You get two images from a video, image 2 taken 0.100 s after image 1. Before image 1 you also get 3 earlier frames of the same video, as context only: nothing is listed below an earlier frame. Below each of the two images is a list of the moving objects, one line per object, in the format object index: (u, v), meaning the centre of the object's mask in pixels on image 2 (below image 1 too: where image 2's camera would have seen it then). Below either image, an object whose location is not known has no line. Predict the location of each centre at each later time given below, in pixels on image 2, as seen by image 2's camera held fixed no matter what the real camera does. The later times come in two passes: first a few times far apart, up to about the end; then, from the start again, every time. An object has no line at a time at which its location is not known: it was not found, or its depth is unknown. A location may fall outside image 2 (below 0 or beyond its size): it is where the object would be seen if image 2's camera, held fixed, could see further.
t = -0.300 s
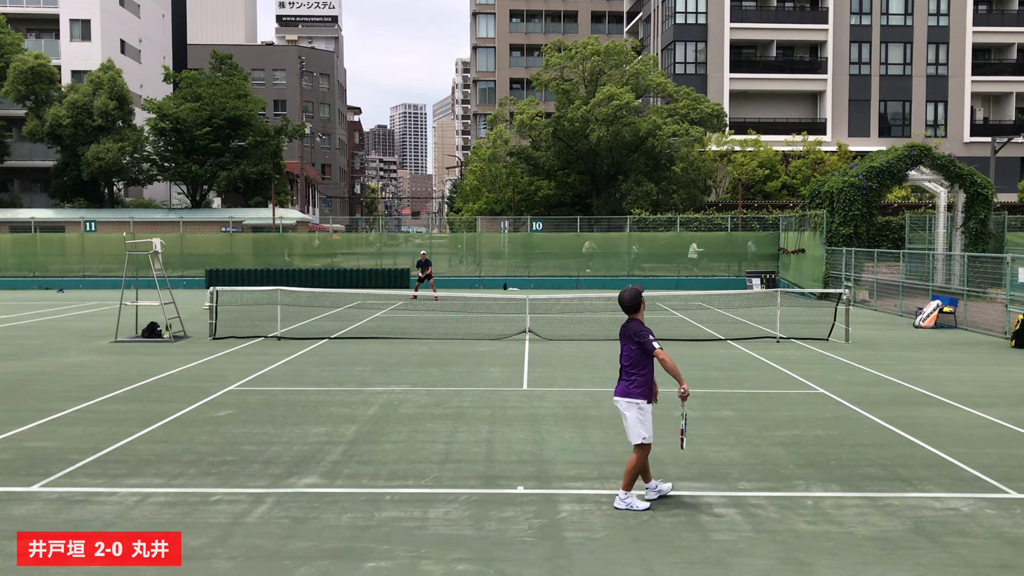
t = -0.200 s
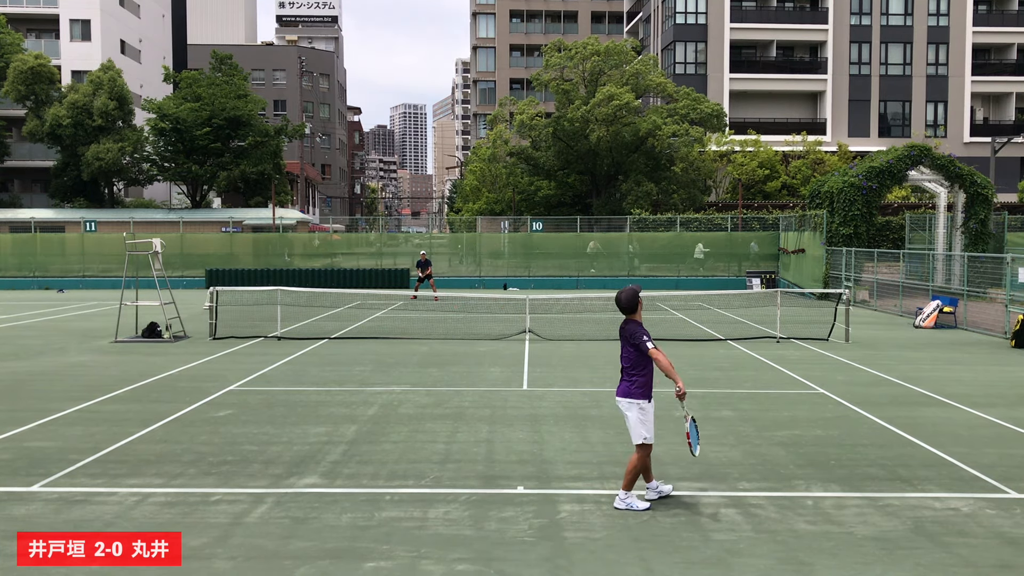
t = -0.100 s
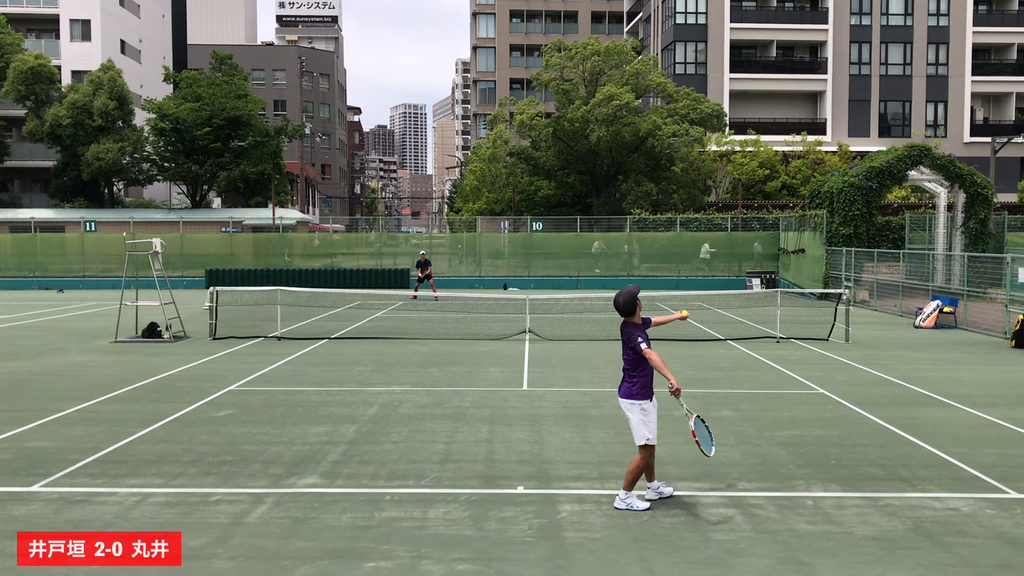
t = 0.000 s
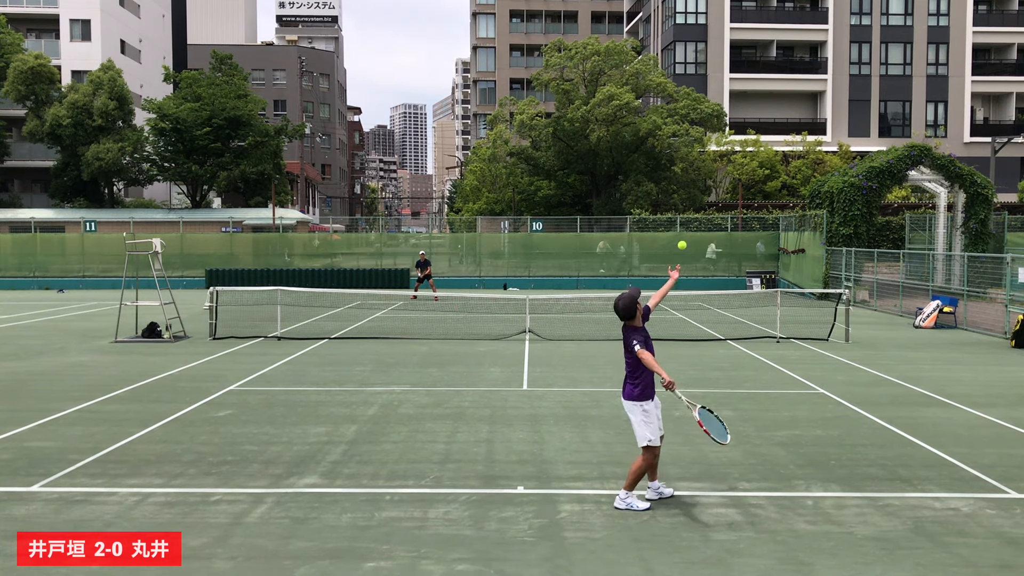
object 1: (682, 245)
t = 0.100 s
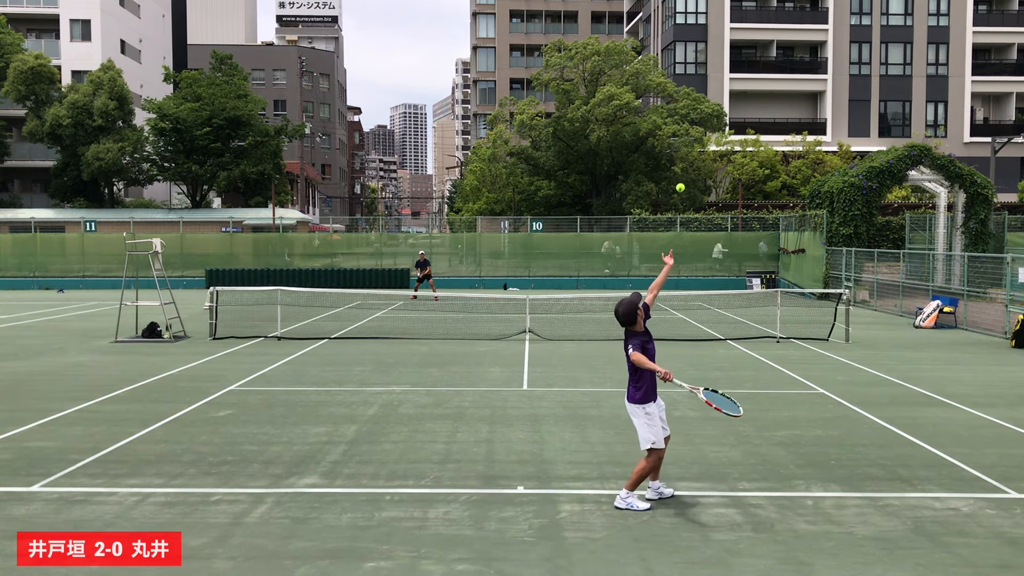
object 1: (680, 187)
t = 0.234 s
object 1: (678, 130)
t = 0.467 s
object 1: (676, 80)
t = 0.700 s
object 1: (674, 95)
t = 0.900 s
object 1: (673, 158)
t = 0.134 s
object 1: (680, 171)
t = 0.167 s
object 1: (679, 156)
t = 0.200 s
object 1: (679, 142)
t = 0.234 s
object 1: (678, 130)
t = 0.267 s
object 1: (676, 118)
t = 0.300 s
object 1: (676, 110)
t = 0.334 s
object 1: (677, 100)
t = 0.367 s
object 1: (677, 93)
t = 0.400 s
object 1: (677, 87)
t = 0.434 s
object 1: (677, 83)
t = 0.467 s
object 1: (676, 80)
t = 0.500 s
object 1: (676, 78)
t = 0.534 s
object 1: (675, 78)
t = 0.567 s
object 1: (675, 78)
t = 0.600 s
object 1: (675, 81)
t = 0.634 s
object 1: (674, 84)
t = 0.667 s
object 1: (674, 89)
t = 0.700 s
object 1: (674, 95)
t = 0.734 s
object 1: (674, 102)
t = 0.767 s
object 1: (673, 111)
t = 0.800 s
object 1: (673, 120)
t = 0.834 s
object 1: (673, 132)
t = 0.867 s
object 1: (673, 144)
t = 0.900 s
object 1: (673, 158)
